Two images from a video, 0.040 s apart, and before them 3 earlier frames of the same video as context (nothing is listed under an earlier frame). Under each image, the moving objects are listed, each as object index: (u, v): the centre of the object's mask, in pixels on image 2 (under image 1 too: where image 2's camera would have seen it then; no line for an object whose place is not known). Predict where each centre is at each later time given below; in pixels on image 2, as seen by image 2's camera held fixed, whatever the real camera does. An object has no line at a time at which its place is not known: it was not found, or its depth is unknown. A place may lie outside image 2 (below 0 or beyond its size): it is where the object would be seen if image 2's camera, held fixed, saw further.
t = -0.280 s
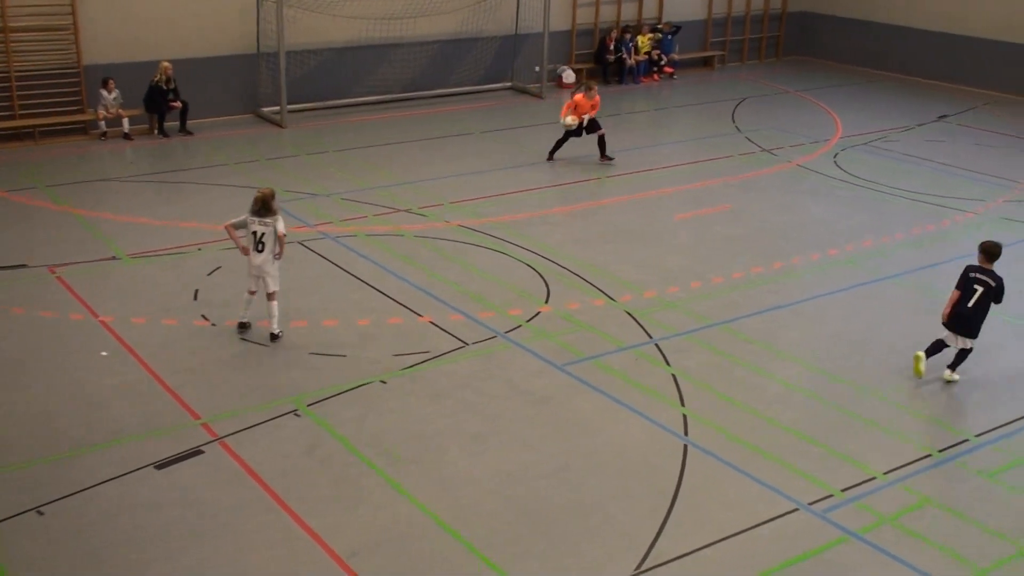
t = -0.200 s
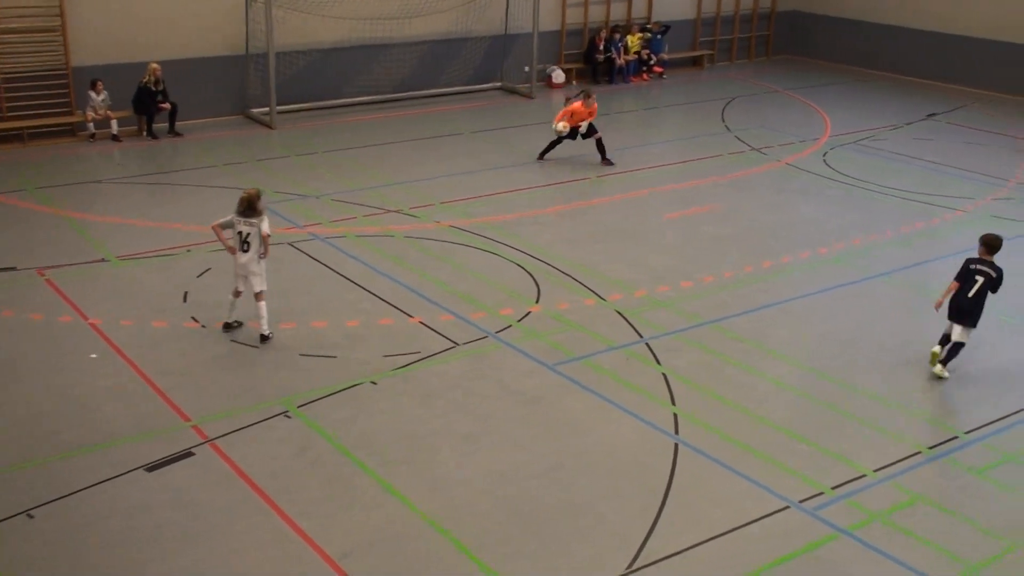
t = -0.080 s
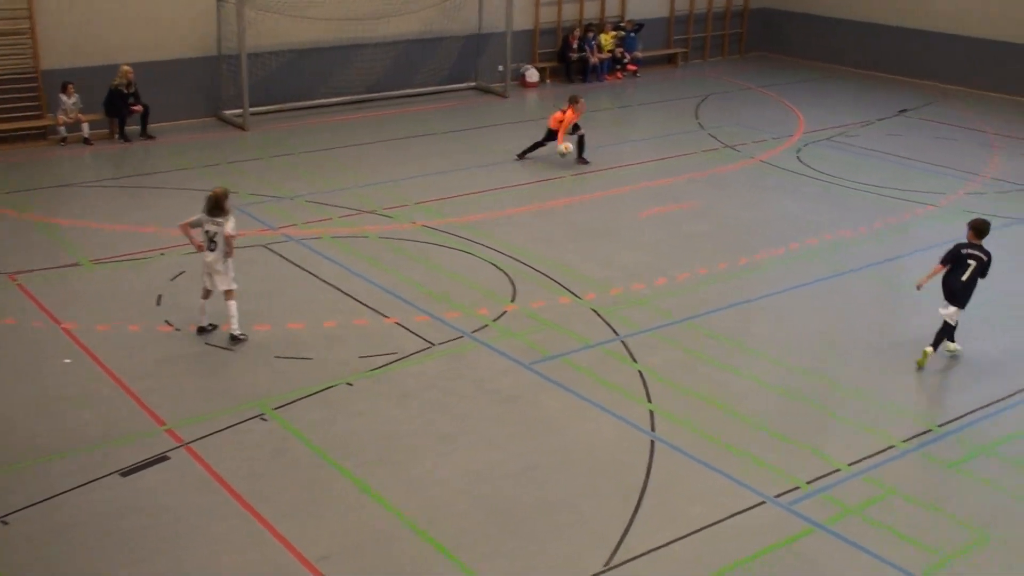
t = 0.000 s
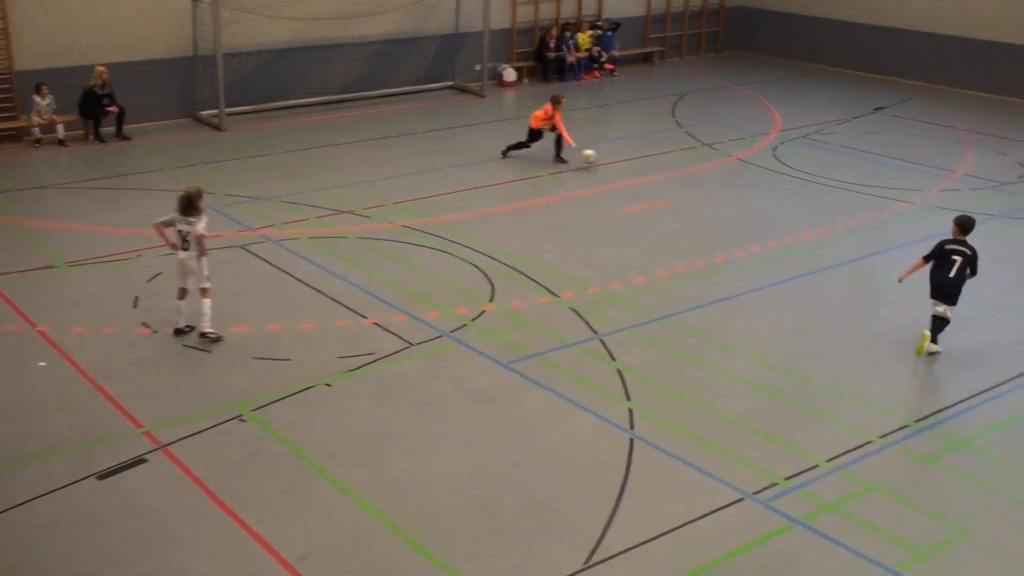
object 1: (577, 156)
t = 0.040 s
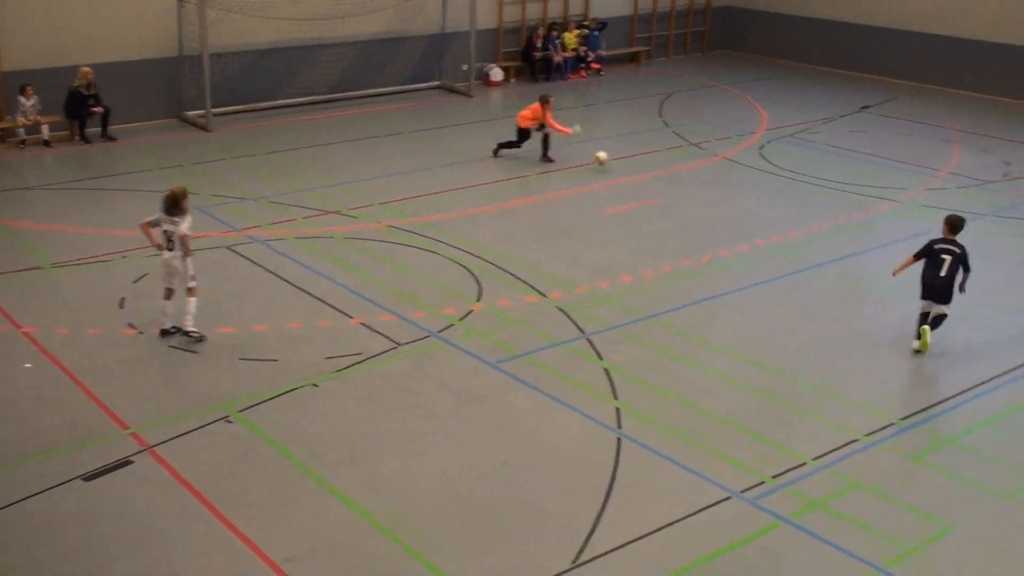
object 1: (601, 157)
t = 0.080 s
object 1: (625, 161)
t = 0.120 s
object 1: (648, 166)
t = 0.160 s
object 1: (669, 167)
